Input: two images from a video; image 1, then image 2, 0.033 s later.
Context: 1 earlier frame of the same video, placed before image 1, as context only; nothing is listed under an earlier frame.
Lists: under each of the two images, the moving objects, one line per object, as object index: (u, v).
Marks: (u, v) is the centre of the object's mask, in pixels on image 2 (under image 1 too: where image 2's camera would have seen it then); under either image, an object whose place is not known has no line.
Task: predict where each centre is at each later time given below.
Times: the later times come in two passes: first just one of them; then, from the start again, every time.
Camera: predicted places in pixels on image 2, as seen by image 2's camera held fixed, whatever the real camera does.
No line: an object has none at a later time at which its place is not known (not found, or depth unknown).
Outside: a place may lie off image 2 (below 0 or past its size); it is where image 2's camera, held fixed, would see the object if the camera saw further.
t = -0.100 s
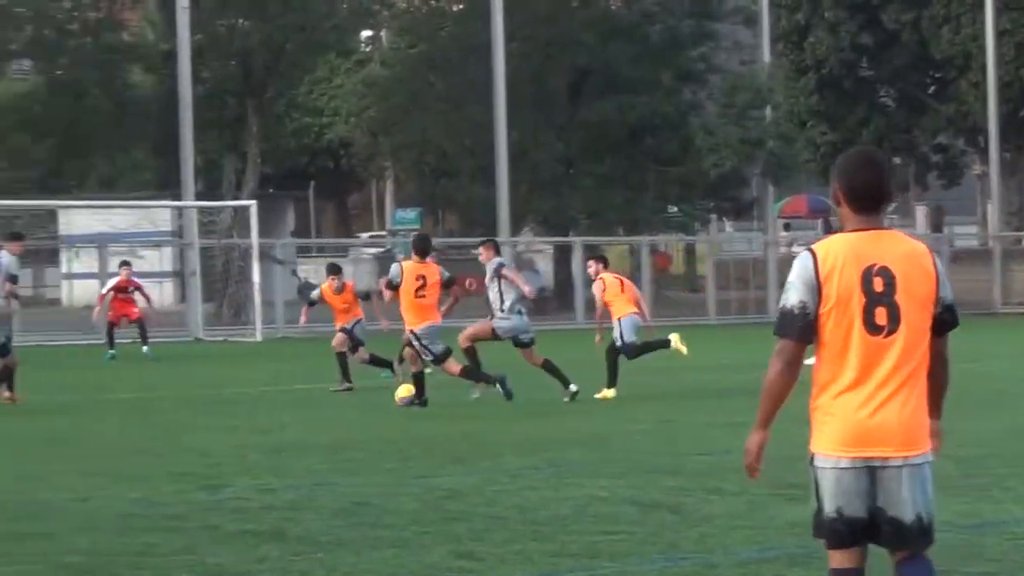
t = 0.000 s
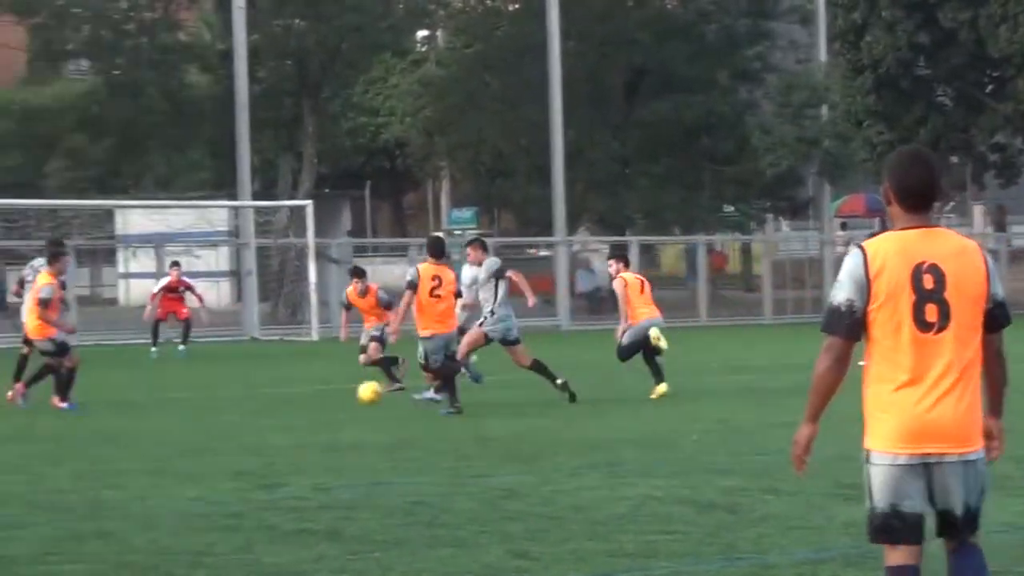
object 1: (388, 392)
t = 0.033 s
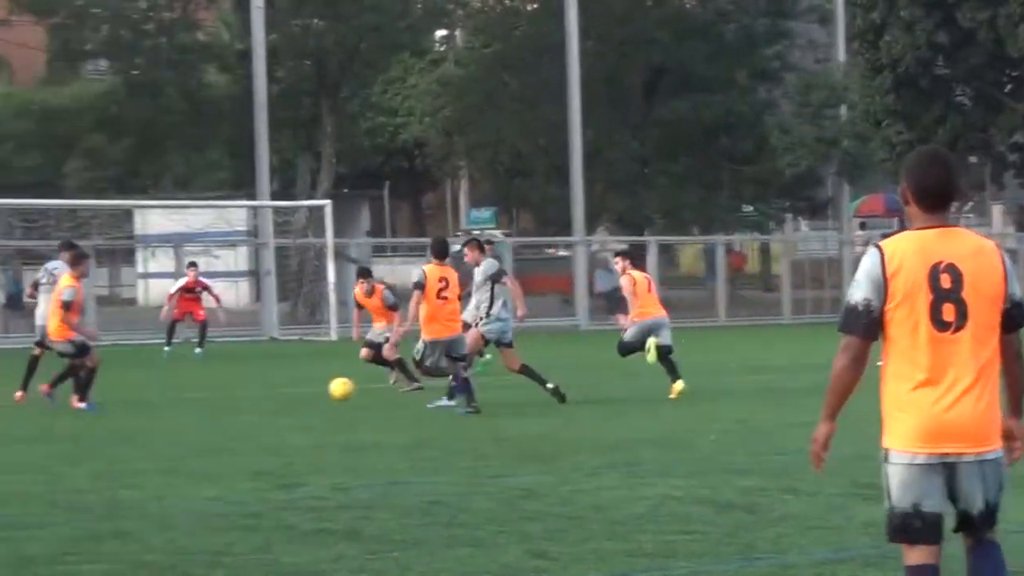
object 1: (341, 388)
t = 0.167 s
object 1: (152, 391)
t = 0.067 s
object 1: (293, 386)
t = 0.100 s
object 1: (245, 386)
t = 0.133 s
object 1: (199, 388)
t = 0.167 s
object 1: (152, 391)
